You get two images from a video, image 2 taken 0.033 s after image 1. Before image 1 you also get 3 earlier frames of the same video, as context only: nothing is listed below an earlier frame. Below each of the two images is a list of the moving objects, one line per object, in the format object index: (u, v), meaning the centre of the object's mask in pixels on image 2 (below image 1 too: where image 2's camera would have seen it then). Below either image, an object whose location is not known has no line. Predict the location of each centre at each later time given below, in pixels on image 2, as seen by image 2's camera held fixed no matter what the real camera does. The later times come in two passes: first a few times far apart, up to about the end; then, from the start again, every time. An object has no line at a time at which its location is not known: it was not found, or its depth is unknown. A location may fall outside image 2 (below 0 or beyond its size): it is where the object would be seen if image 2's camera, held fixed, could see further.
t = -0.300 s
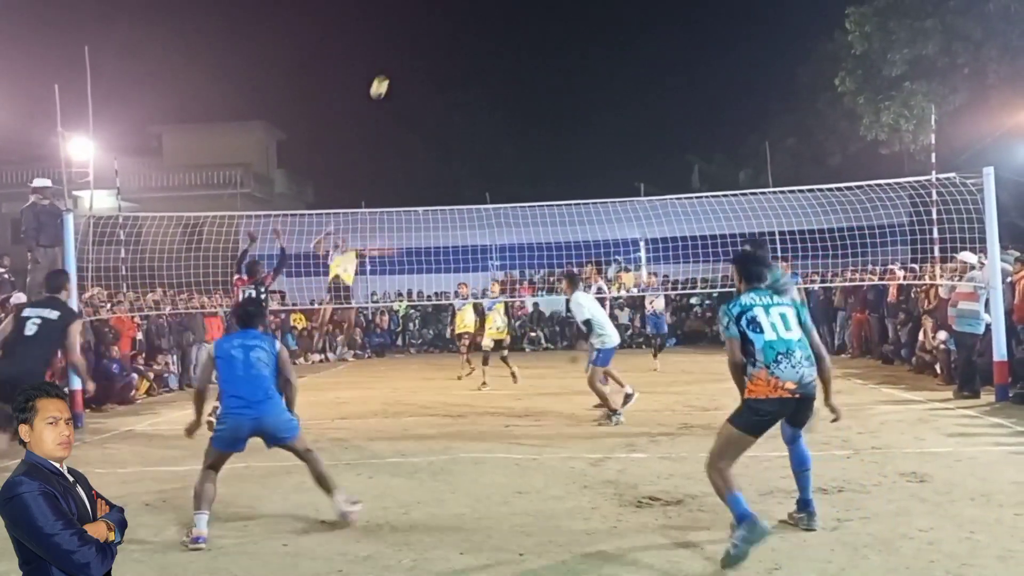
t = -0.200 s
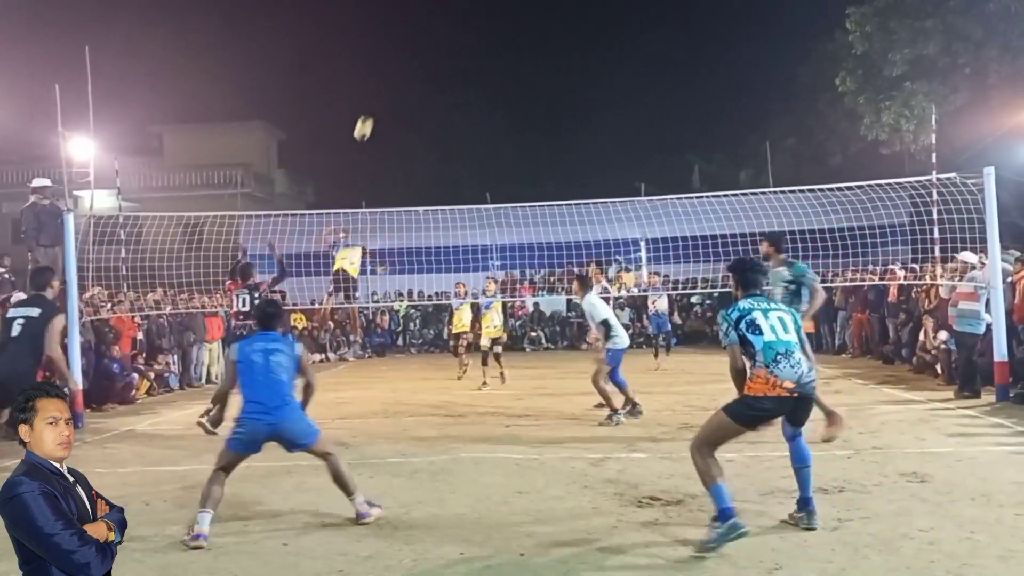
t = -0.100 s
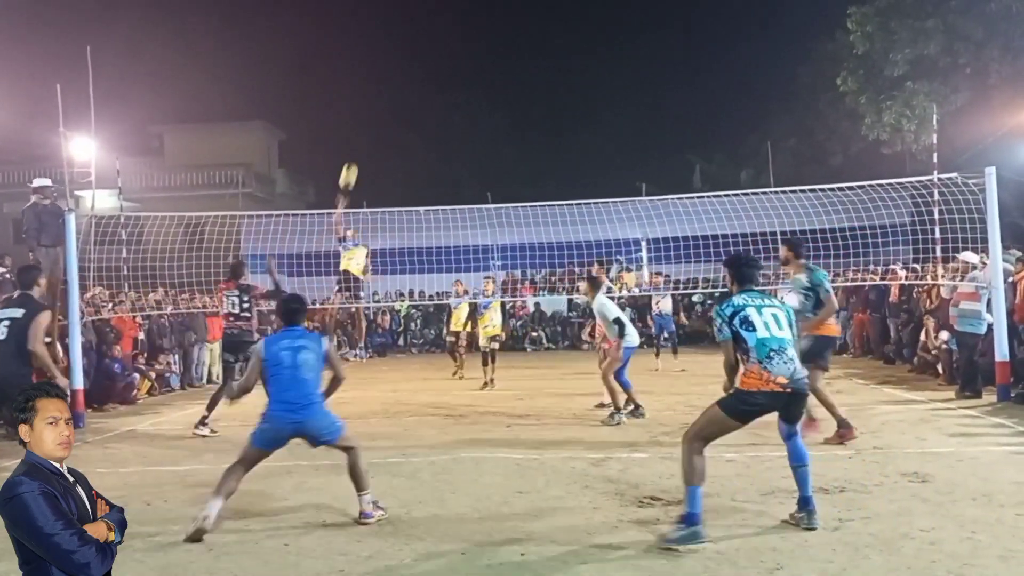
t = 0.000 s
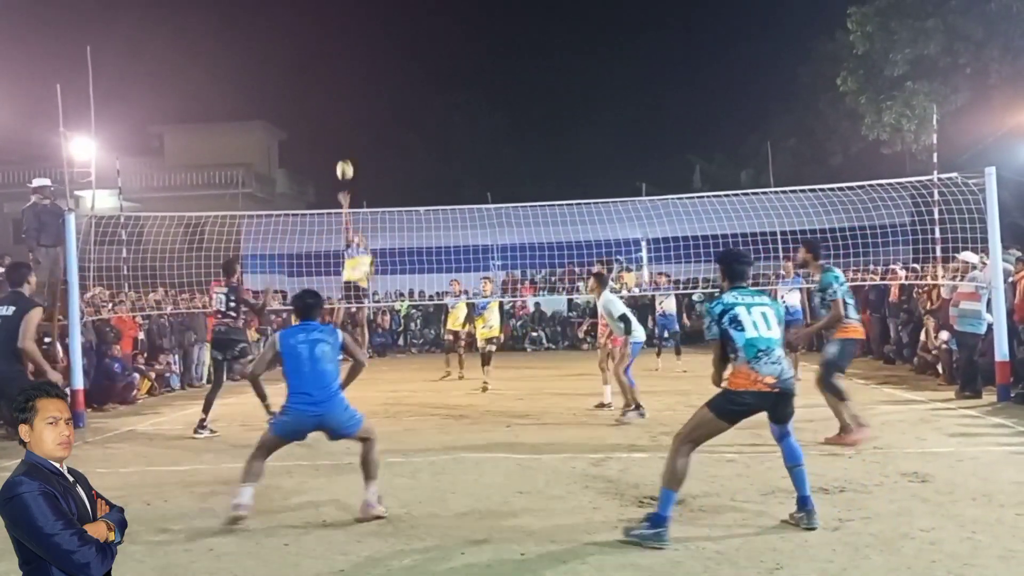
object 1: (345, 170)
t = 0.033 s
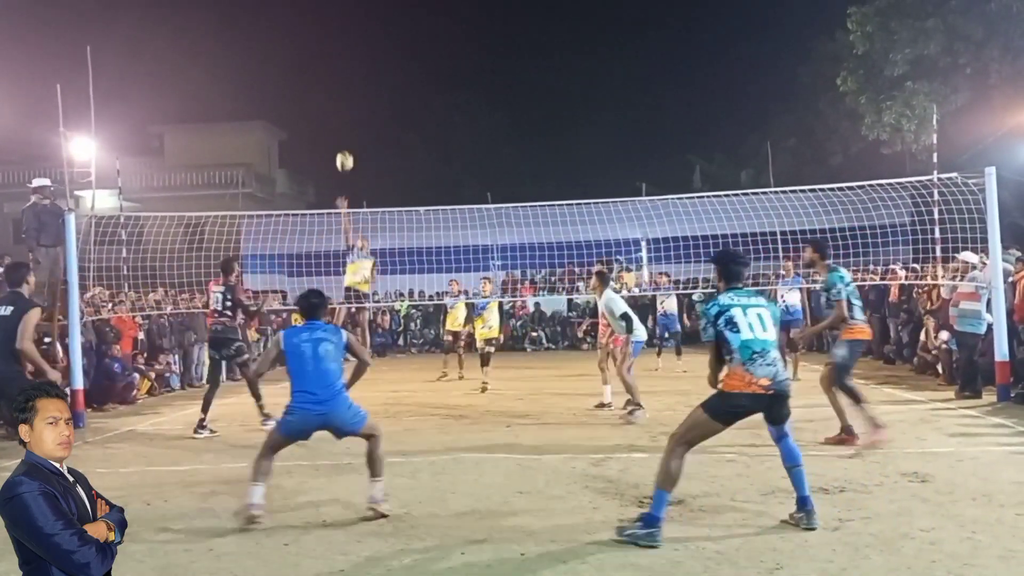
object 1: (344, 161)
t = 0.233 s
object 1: (345, 123)
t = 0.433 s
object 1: (348, 110)
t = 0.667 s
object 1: (352, 141)
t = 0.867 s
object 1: (357, 210)
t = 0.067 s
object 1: (344, 153)
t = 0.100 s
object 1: (344, 146)
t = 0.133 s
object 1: (345, 139)
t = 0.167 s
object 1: (345, 133)
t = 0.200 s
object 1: (345, 127)
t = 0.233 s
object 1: (345, 123)
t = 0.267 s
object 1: (346, 118)
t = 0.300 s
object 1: (346, 115)
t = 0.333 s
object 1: (347, 113)
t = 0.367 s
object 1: (347, 111)
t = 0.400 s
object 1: (348, 110)
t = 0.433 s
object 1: (348, 110)
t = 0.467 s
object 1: (348, 111)
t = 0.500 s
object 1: (349, 114)
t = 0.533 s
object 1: (349, 117)
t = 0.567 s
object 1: (350, 121)
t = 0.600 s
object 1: (350, 126)
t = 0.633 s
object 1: (351, 133)
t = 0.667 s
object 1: (352, 141)
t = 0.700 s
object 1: (353, 149)
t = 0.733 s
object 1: (354, 160)
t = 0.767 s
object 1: (354, 171)
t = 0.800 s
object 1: (355, 184)
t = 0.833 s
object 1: (356, 196)
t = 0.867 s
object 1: (357, 210)
